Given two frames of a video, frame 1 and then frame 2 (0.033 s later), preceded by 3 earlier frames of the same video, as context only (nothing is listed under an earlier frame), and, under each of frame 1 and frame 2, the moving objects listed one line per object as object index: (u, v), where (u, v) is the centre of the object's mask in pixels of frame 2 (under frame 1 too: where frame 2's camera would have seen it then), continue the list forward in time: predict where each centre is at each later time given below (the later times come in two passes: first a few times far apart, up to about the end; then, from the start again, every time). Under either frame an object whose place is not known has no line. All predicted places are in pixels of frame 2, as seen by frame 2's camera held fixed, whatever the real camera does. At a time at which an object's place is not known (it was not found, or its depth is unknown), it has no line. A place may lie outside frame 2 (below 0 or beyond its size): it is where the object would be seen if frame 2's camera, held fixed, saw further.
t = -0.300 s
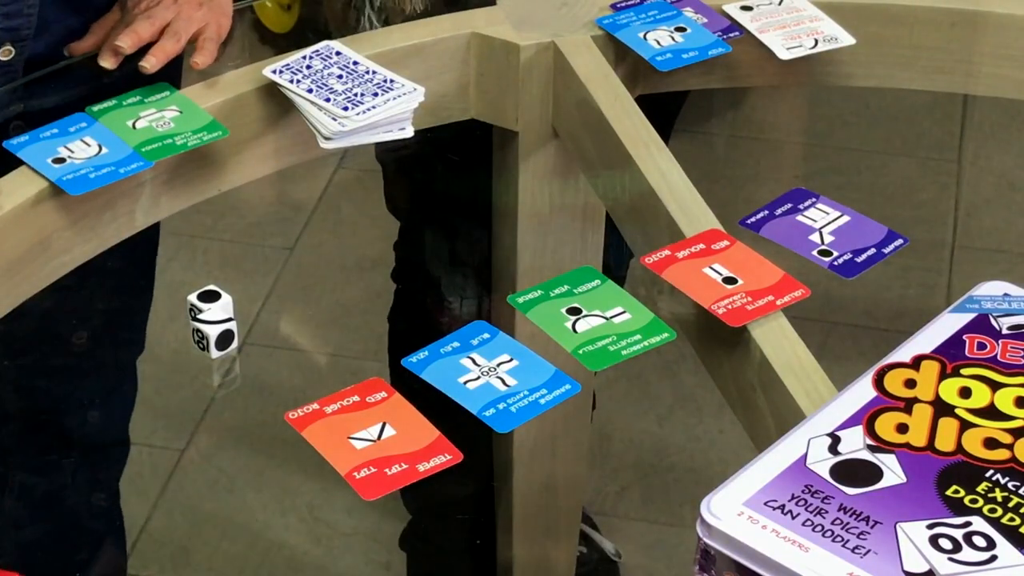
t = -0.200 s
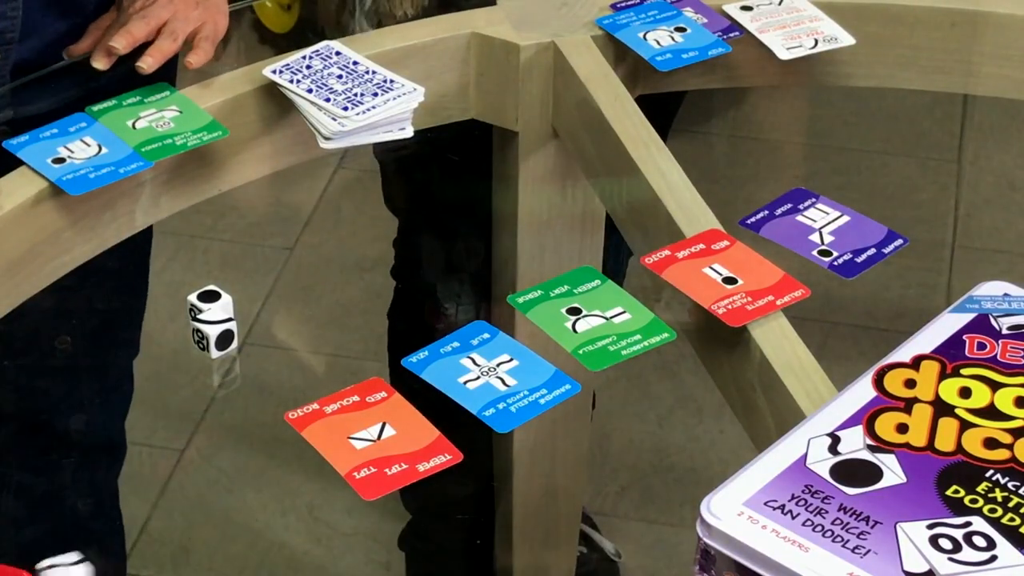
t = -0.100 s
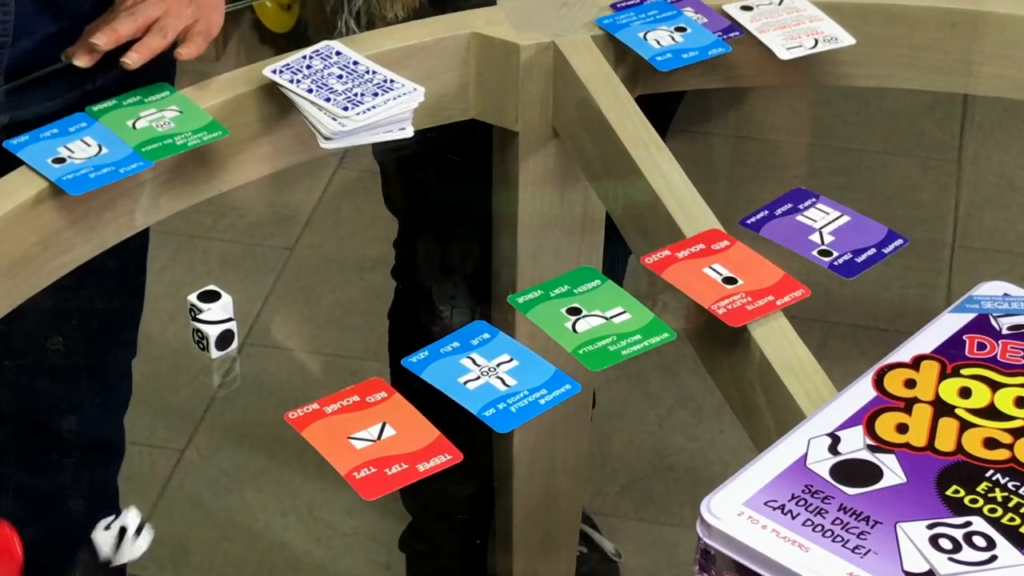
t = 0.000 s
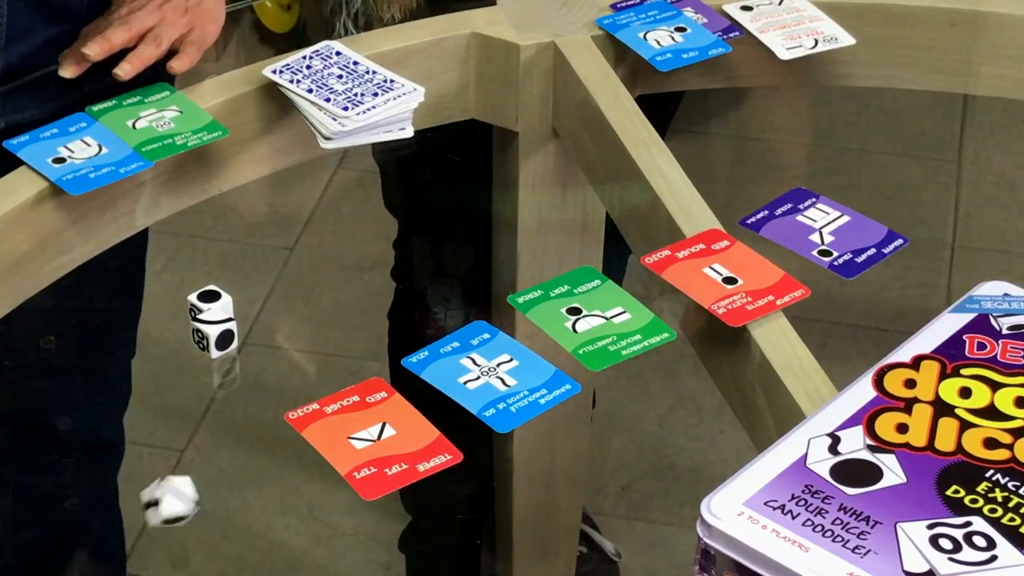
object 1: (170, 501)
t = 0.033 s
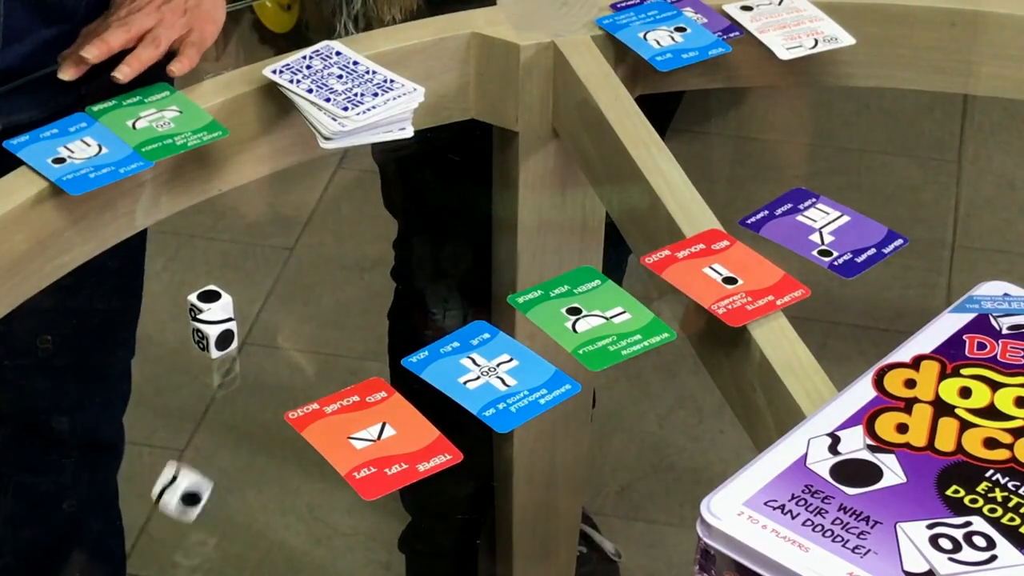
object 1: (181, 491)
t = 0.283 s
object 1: (254, 410)
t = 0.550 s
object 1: (278, 394)
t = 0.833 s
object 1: (278, 394)
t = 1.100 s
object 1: (278, 394)
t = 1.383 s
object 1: (278, 394)
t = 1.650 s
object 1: (278, 394)
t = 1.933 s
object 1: (278, 394)
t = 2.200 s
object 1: (278, 394)
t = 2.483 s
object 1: (278, 394)
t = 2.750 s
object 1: (278, 394)
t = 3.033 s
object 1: (278, 394)
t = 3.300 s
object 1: (278, 394)
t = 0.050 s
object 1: (187, 481)
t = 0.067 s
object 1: (192, 473)
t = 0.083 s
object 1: (197, 471)
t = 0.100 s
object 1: (202, 467)
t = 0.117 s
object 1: (208, 461)
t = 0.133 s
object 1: (213, 454)
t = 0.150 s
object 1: (217, 448)
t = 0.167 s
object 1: (222, 441)
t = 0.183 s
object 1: (228, 438)
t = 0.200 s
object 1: (234, 435)
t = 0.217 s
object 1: (237, 429)
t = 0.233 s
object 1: (240, 424)
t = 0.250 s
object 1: (245, 418)
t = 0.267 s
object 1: (250, 414)
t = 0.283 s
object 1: (254, 410)
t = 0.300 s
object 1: (258, 407)
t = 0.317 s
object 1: (262, 404)
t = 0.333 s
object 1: (266, 403)
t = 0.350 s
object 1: (270, 402)
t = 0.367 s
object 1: (273, 398)
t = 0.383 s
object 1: (275, 397)
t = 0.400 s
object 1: (277, 396)
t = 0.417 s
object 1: (277, 395)
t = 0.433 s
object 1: (278, 394)
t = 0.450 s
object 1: (278, 394)
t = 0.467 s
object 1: (278, 394)
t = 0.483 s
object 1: (278, 394)
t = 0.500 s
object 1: (278, 394)
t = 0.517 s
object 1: (278, 394)
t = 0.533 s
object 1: (278, 394)
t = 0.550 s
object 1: (278, 394)
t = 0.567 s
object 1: (278, 394)
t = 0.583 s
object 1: (278, 394)
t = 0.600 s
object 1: (278, 394)
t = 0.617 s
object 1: (278, 394)
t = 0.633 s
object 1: (278, 394)
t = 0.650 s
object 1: (278, 394)
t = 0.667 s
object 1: (278, 394)
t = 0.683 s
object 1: (278, 394)
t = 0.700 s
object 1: (278, 394)
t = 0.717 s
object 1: (278, 394)
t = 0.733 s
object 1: (278, 394)
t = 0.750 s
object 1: (278, 394)
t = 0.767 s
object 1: (278, 394)
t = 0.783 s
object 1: (278, 394)
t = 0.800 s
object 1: (278, 394)
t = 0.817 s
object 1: (278, 394)
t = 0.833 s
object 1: (278, 394)
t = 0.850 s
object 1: (278, 394)
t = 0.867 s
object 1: (278, 394)
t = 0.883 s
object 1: (278, 394)
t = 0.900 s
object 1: (278, 394)
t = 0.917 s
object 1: (278, 394)
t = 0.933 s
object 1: (278, 394)
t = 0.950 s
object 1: (278, 394)
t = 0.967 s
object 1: (278, 394)
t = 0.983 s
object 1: (278, 394)
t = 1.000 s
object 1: (278, 394)
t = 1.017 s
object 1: (278, 394)
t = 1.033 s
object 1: (278, 394)
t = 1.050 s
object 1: (278, 394)
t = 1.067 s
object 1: (278, 394)
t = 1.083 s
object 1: (278, 394)
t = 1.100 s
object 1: (278, 394)
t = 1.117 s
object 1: (278, 394)
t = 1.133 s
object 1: (278, 394)
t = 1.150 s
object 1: (278, 394)
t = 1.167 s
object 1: (278, 394)
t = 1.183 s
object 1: (278, 394)
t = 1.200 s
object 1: (278, 394)
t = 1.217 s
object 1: (278, 394)
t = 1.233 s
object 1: (278, 394)
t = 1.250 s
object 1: (278, 394)
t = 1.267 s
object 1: (278, 394)
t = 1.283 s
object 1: (278, 394)
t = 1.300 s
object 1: (278, 394)
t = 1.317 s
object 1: (278, 394)
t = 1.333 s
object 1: (278, 394)
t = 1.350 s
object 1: (278, 394)
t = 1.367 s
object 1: (278, 394)
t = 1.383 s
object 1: (278, 394)
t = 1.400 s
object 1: (278, 394)
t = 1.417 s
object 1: (278, 394)
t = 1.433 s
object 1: (278, 394)
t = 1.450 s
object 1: (278, 394)
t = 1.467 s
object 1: (278, 394)
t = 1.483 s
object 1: (278, 394)
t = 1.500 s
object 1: (278, 394)
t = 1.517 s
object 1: (278, 394)
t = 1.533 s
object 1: (278, 394)
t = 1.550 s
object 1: (278, 394)
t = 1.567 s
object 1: (278, 394)
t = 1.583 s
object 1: (278, 394)
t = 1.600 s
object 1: (278, 394)
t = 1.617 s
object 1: (278, 394)
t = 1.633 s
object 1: (278, 394)
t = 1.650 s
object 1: (278, 394)
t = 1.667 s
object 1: (278, 394)
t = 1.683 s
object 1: (278, 394)
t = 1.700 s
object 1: (278, 394)
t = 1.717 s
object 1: (278, 394)
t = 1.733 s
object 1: (278, 394)
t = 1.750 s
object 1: (278, 394)
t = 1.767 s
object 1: (278, 394)
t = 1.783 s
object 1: (278, 394)
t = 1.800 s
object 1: (278, 394)
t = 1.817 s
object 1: (278, 394)
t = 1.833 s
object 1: (278, 394)
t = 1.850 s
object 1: (278, 394)
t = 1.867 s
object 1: (278, 394)
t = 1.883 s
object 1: (278, 394)
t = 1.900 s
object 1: (278, 394)
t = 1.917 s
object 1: (278, 394)
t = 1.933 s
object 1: (278, 394)
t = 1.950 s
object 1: (278, 394)
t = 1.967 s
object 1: (278, 394)
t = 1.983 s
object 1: (278, 394)
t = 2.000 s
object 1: (278, 394)
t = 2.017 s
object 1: (278, 394)
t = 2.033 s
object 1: (278, 394)
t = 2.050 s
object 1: (278, 394)
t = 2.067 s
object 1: (278, 394)
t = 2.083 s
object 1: (278, 394)
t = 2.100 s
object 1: (278, 394)
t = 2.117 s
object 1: (278, 394)
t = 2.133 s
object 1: (278, 394)
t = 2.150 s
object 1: (278, 394)
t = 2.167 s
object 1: (278, 394)
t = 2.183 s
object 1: (278, 394)
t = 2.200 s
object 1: (278, 394)
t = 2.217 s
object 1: (278, 394)
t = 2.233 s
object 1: (278, 394)
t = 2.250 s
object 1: (278, 394)
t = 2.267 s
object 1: (278, 394)
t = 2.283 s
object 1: (278, 394)
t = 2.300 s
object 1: (278, 394)
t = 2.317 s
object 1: (278, 394)
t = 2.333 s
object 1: (278, 394)
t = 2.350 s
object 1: (278, 394)
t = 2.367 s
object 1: (278, 394)
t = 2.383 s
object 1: (278, 394)
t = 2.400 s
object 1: (278, 394)
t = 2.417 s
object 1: (278, 394)
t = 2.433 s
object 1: (278, 394)
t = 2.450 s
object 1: (278, 394)
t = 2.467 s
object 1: (278, 394)
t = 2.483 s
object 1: (278, 394)
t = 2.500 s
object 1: (278, 394)
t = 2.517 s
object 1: (278, 394)
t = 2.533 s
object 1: (278, 394)
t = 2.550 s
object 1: (278, 394)
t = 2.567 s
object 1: (278, 394)
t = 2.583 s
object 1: (278, 394)
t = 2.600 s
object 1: (278, 394)
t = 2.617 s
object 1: (278, 394)
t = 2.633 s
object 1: (278, 394)
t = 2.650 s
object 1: (278, 394)
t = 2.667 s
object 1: (278, 394)
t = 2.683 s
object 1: (278, 394)
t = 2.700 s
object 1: (278, 394)
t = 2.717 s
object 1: (278, 394)
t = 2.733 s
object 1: (278, 394)
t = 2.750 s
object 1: (278, 394)
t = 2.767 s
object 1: (278, 394)
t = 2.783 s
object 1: (278, 394)
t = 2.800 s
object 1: (278, 394)
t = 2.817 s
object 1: (278, 394)
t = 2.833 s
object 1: (278, 394)
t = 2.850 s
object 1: (278, 394)
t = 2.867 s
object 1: (278, 394)
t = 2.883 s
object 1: (278, 394)
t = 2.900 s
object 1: (278, 394)
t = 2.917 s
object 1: (278, 394)
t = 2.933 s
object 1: (278, 394)
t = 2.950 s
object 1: (278, 394)
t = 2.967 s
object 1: (278, 394)
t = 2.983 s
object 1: (278, 394)
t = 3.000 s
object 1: (278, 394)
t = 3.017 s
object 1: (278, 394)
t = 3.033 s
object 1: (278, 394)
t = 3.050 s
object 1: (278, 394)
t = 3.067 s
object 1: (278, 394)
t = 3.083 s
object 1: (278, 394)
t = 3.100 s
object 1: (278, 394)
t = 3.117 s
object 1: (278, 394)
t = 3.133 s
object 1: (278, 394)
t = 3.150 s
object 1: (278, 394)
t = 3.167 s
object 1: (278, 394)
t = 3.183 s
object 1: (278, 394)
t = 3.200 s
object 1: (278, 394)
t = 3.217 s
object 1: (278, 394)
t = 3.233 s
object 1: (278, 394)
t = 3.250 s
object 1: (278, 394)
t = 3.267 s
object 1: (278, 394)
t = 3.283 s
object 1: (278, 394)
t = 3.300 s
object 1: (278, 394)
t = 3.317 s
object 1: (278, 394)
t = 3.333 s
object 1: (278, 394)
